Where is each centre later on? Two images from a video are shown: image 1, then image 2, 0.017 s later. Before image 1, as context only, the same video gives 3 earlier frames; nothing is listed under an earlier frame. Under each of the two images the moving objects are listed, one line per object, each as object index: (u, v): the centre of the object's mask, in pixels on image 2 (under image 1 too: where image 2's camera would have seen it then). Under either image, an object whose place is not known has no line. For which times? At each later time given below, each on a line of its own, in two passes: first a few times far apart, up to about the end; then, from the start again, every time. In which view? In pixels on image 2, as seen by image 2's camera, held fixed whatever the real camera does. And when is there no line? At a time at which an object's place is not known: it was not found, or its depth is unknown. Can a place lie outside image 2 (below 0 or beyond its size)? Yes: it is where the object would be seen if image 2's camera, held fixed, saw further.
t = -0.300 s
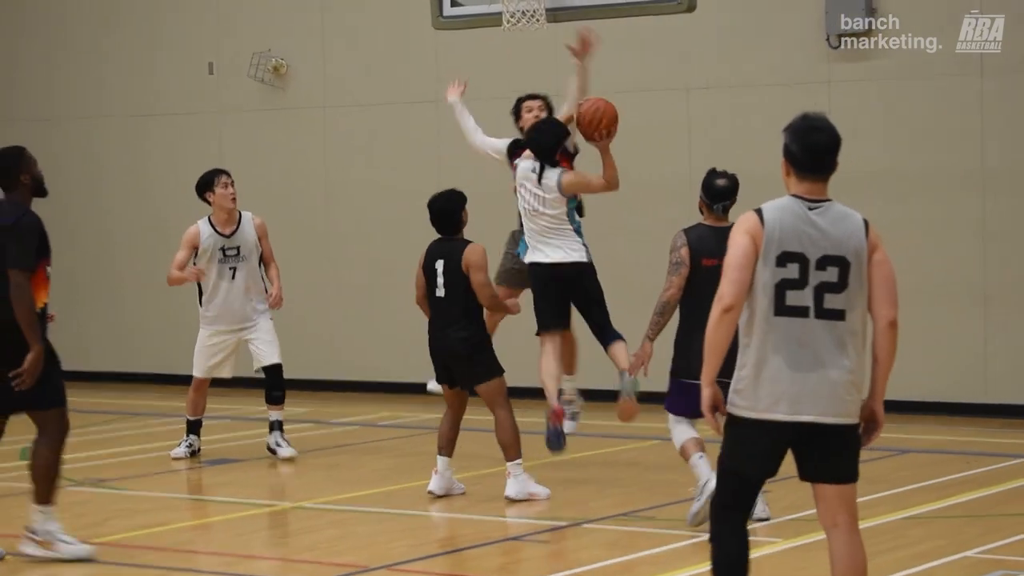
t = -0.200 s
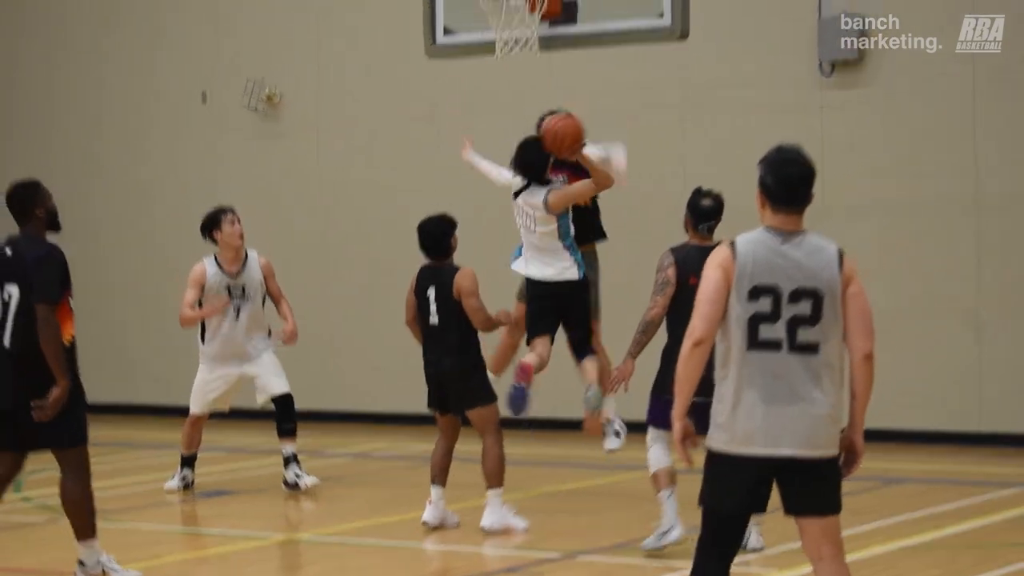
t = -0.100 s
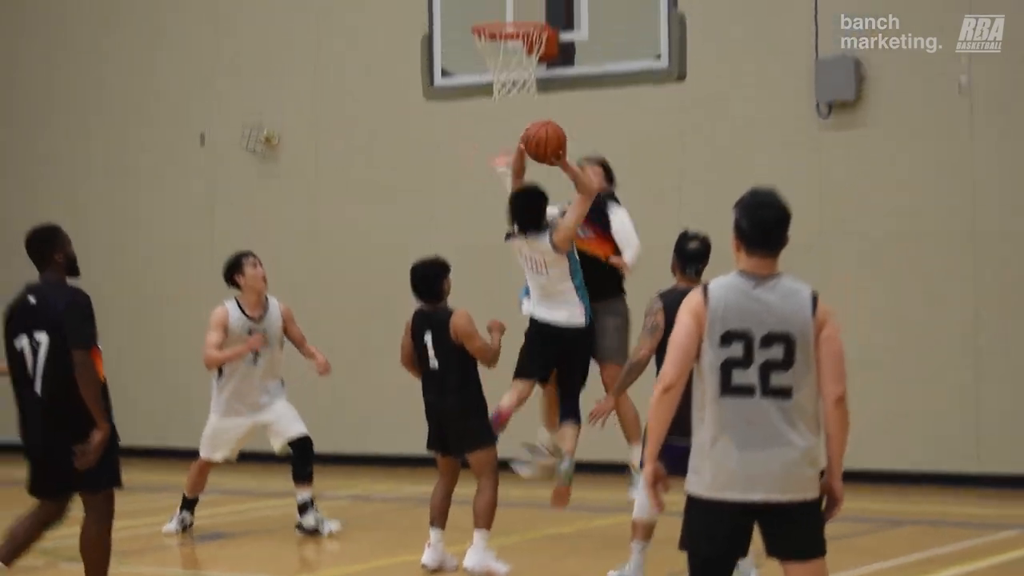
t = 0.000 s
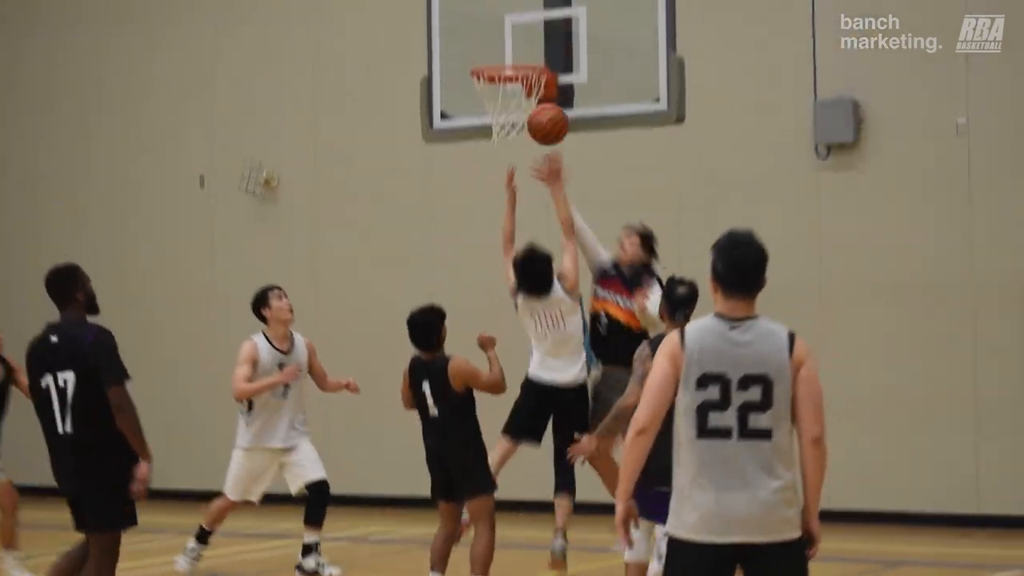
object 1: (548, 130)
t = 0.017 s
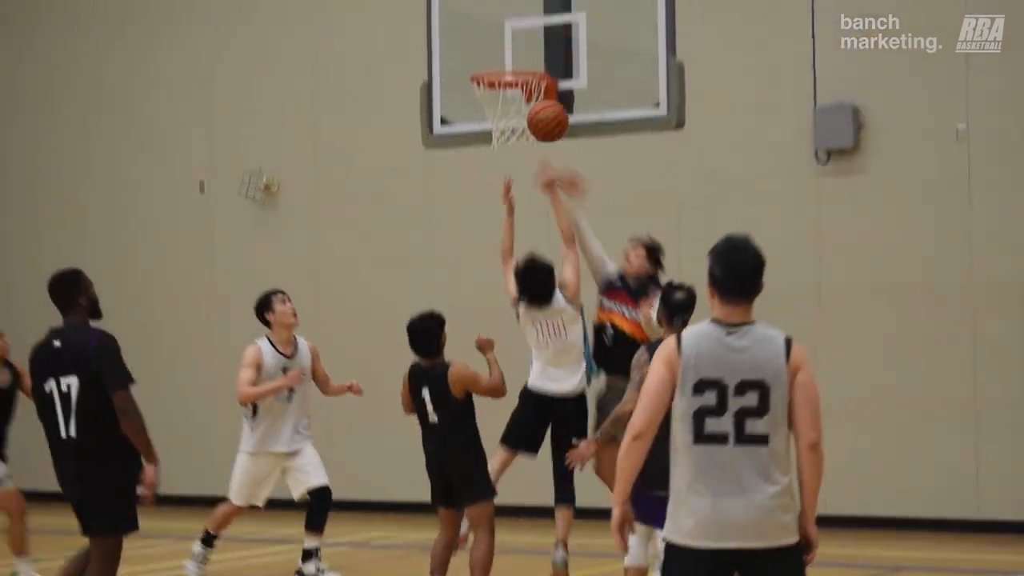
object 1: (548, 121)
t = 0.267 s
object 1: (548, 44)
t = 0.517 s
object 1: (494, 57)
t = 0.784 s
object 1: (497, 59)
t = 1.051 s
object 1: (508, 165)
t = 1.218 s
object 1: (517, 276)
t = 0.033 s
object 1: (548, 112)
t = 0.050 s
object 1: (547, 104)
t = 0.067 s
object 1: (547, 95)
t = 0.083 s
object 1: (547, 90)
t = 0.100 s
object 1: (547, 82)
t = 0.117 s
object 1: (548, 76)
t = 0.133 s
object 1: (548, 70)
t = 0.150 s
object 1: (548, 65)
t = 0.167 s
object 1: (549, 61)
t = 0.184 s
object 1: (549, 58)
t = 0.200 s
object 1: (548, 53)
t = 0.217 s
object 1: (548, 50)
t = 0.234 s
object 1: (549, 48)
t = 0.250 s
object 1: (548, 45)
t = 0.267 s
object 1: (548, 44)
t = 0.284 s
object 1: (549, 42)
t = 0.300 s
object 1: (549, 42)
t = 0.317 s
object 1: (549, 42)
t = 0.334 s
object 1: (545, 41)
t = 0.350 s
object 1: (540, 41)
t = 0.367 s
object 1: (535, 41)
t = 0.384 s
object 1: (530, 42)
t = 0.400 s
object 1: (525, 43)
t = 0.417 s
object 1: (520, 44)
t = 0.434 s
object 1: (515, 46)
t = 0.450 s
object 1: (510, 49)
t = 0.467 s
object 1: (505, 51)
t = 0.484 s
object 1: (500, 54)
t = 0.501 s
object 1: (495, 57)
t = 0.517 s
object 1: (494, 57)
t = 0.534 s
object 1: (494, 54)
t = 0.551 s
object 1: (494, 52)
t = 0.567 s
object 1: (495, 50)
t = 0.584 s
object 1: (495, 48)
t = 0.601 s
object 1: (495, 47)
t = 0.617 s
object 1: (495, 46)
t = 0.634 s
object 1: (495, 46)
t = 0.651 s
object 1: (496, 46)
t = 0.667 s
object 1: (496, 46)
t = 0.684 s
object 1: (496, 47)
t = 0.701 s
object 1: (496, 49)
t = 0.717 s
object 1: (496, 50)
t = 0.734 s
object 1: (496, 53)
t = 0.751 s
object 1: (497, 55)
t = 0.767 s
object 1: (497, 57)
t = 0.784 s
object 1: (497, 59)
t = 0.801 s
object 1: (498, 61)
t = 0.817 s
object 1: (498, 63)
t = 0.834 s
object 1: (498, 75)
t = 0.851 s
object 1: (499, 81)
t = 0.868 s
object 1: (499, 87)
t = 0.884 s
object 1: (500, 94)
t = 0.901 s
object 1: (499, 101)
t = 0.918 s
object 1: (501, 106)
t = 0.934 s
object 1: (501, 113)
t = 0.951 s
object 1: (502, 120)
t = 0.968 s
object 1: (503, 127)
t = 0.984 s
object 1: (504, 135)
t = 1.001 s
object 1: (505, 148)
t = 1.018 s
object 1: (506, 152)
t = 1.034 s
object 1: (507, 157)
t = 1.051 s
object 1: (508, 165)
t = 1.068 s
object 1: (509, 175)
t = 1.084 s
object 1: (510, 184)
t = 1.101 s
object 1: (511, 194)
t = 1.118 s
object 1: (512, 204)
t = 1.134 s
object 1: (513, 215)
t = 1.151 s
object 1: (514, 226)
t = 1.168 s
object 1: (515, 238)
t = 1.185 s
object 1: (516, 250)
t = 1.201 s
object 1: (517, 262)
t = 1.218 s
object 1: (517, 276)
